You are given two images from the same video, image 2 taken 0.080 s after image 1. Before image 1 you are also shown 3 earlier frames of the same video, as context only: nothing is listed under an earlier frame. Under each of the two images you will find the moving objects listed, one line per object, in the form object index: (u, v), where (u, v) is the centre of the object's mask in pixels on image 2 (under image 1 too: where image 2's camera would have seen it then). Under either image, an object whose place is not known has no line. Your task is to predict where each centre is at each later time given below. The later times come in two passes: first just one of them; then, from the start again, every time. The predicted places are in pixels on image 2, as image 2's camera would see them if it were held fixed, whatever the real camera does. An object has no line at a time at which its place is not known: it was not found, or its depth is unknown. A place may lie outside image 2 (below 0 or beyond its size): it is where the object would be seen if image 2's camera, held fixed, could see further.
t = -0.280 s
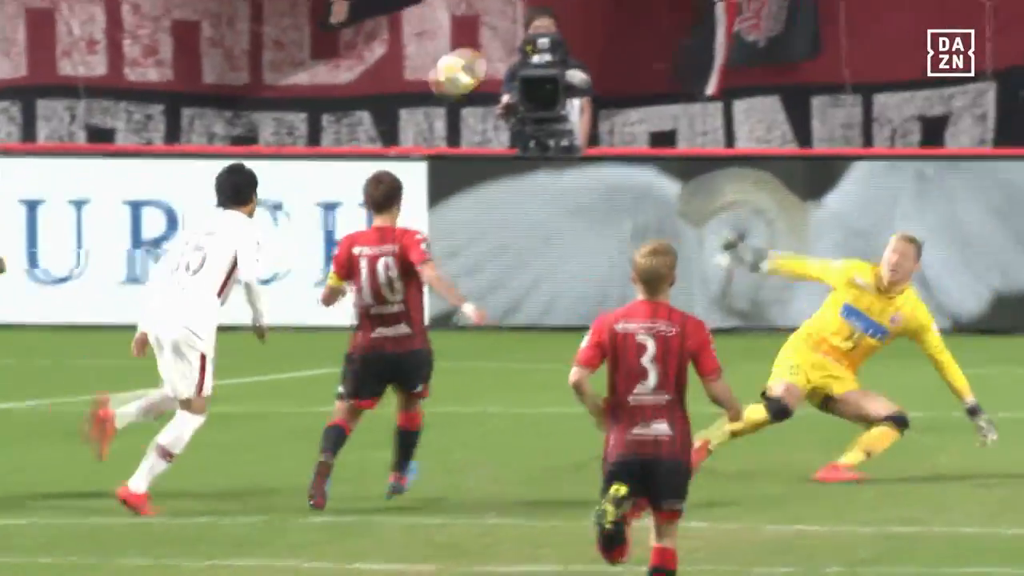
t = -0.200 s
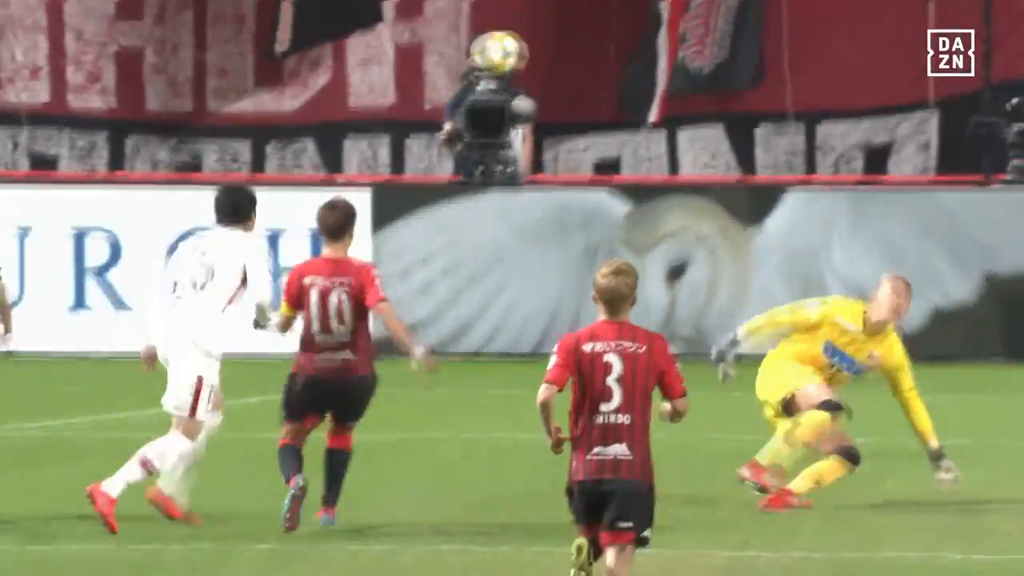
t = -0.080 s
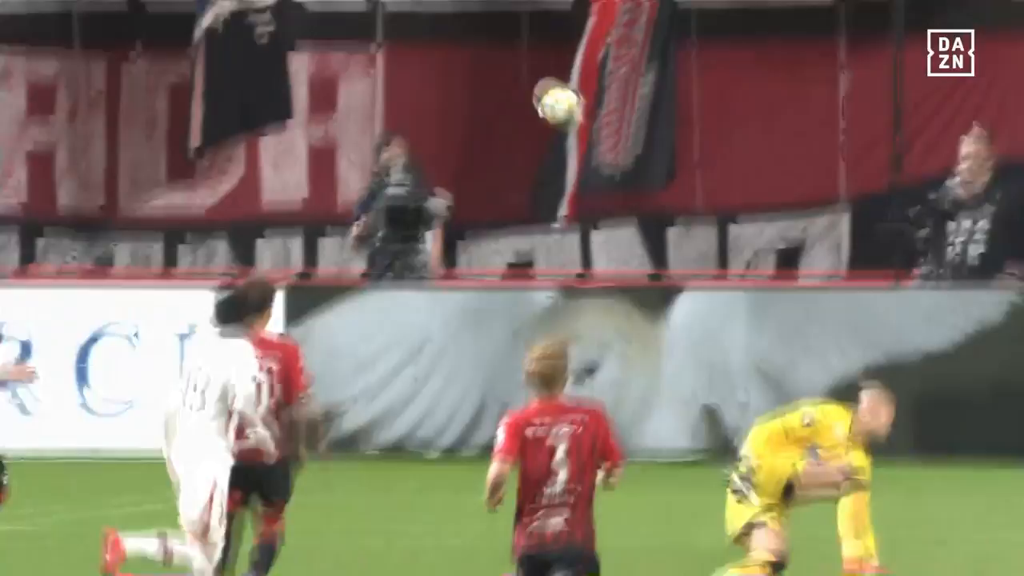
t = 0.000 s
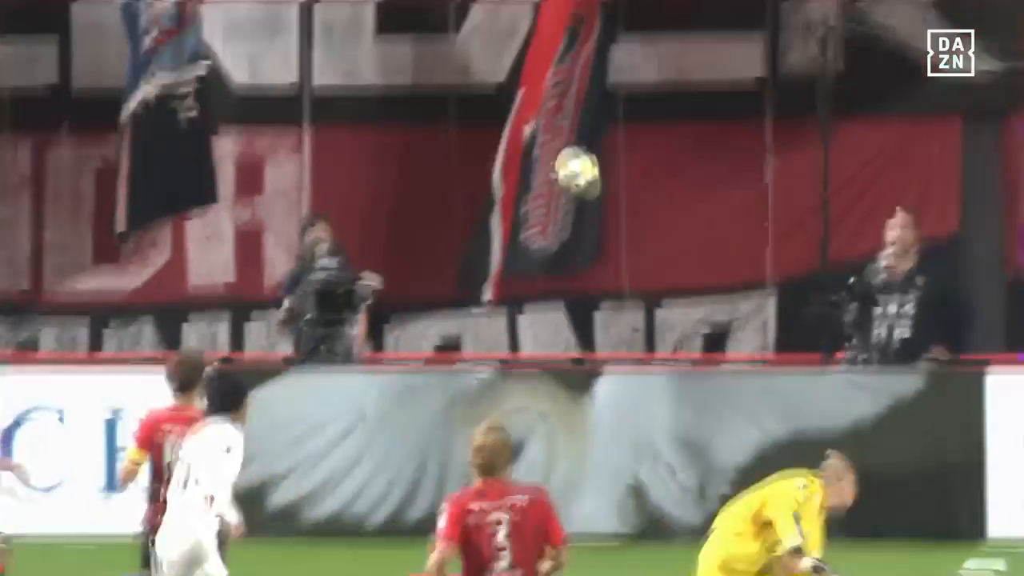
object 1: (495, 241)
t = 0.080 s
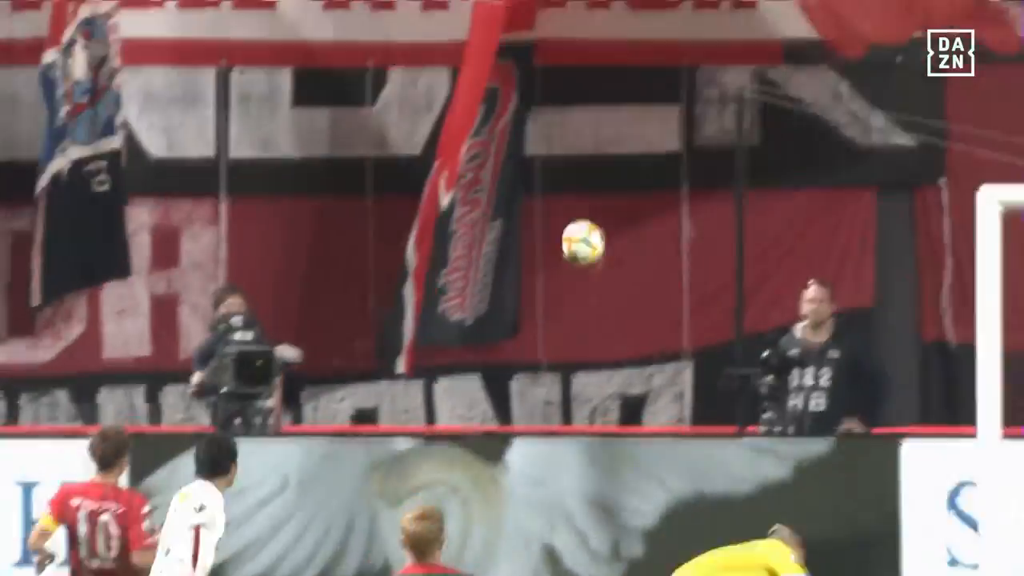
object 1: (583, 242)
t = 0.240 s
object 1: (752, 286)
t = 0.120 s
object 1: (628, 250)
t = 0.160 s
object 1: (670, 258)
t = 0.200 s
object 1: (710, 268)
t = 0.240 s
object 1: (752, 286)
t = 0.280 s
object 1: (789, 303)
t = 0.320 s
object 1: (832, 326)
